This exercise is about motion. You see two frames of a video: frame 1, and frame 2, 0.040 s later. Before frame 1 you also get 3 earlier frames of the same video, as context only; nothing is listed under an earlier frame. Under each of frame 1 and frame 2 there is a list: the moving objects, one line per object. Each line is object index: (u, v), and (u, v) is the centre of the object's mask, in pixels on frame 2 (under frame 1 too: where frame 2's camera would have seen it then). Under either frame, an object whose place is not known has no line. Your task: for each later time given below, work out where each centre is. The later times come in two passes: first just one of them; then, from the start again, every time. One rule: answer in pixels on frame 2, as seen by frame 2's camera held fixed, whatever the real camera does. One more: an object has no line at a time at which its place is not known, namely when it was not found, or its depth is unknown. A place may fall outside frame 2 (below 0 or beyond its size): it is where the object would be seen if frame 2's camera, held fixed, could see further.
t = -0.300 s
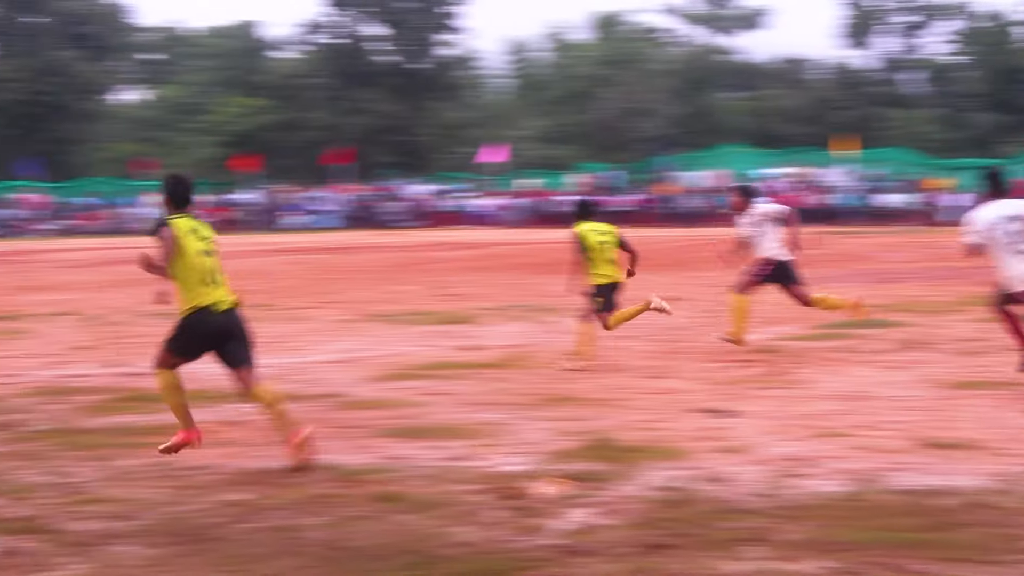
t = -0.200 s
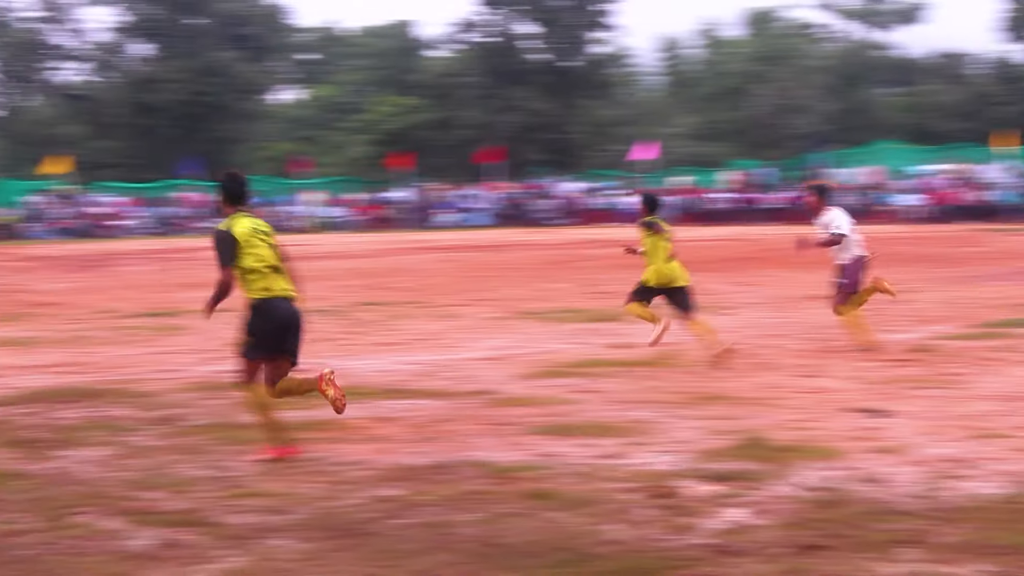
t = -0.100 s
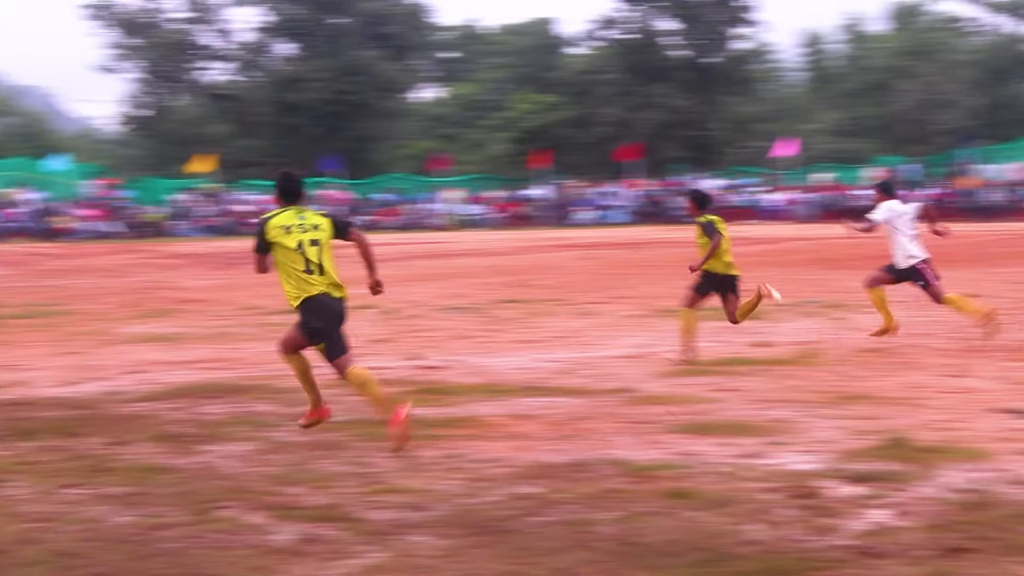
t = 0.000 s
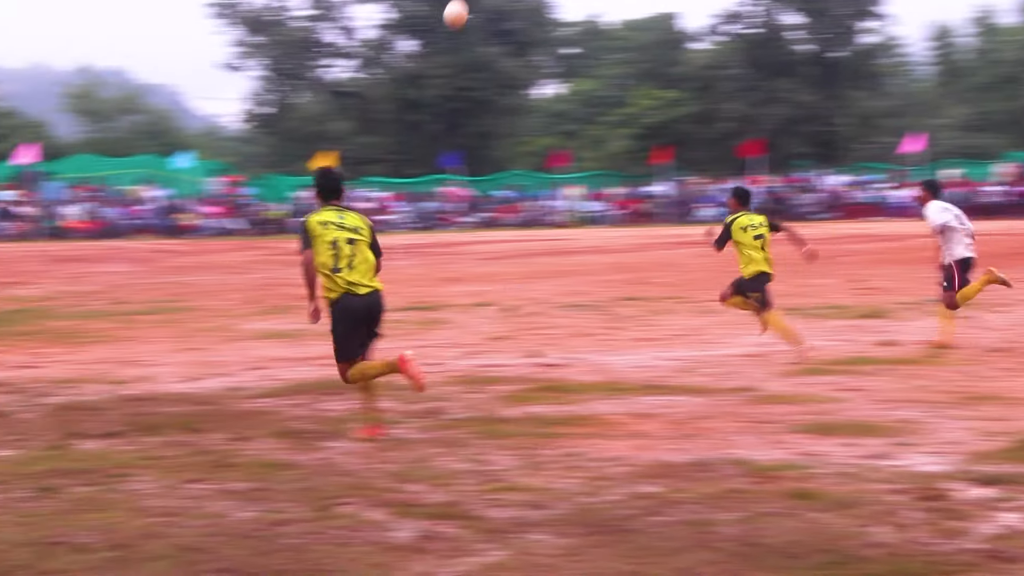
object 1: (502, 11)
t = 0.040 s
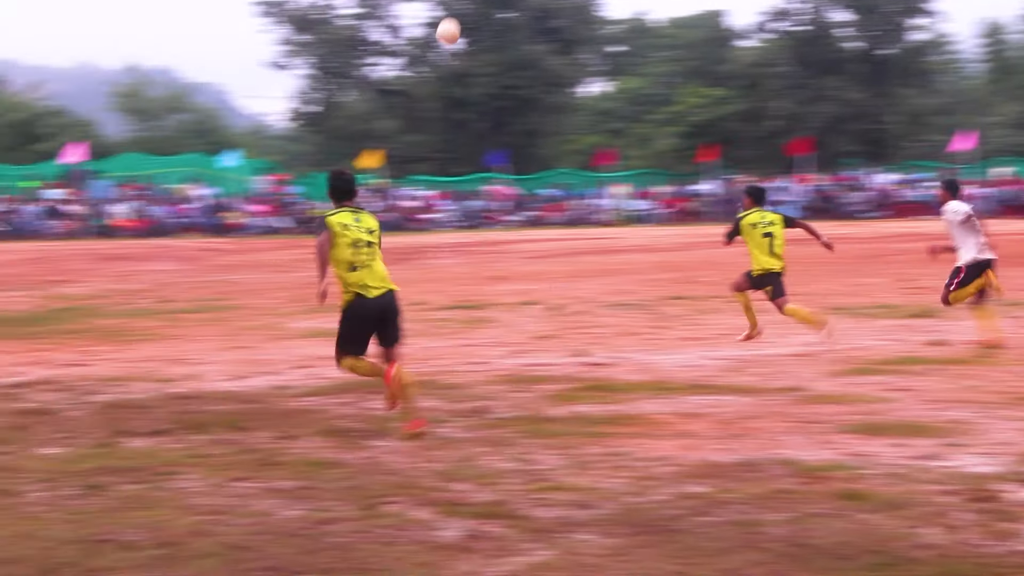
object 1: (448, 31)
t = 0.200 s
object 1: (247, 117)
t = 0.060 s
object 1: (422, 42)
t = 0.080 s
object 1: (397, 53)
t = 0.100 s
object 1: (371, 62)
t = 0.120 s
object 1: (346, 74)
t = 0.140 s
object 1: (322, 84)
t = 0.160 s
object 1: (297, 95)
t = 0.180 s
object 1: (273, 109)
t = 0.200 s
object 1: (247, 117)
